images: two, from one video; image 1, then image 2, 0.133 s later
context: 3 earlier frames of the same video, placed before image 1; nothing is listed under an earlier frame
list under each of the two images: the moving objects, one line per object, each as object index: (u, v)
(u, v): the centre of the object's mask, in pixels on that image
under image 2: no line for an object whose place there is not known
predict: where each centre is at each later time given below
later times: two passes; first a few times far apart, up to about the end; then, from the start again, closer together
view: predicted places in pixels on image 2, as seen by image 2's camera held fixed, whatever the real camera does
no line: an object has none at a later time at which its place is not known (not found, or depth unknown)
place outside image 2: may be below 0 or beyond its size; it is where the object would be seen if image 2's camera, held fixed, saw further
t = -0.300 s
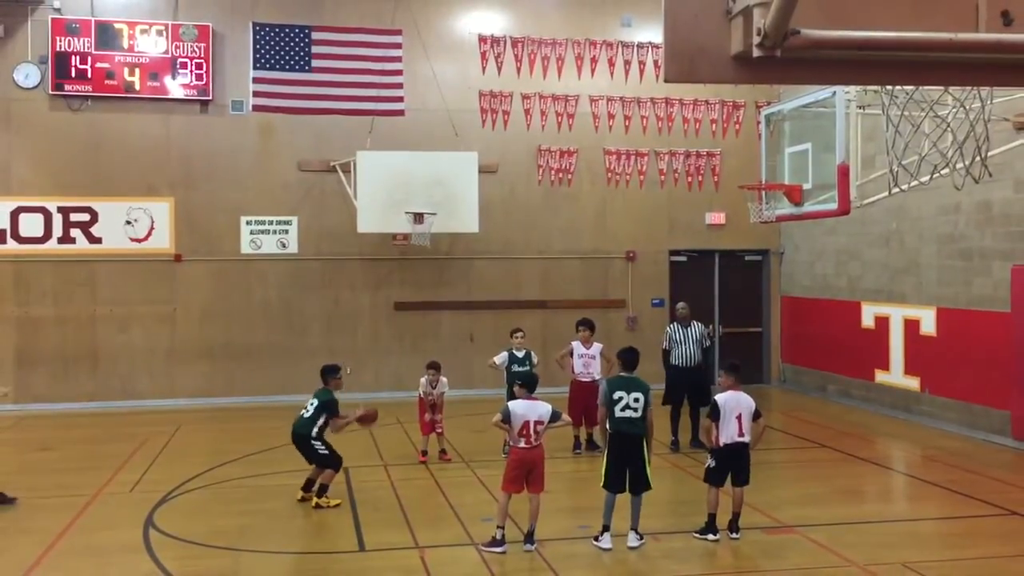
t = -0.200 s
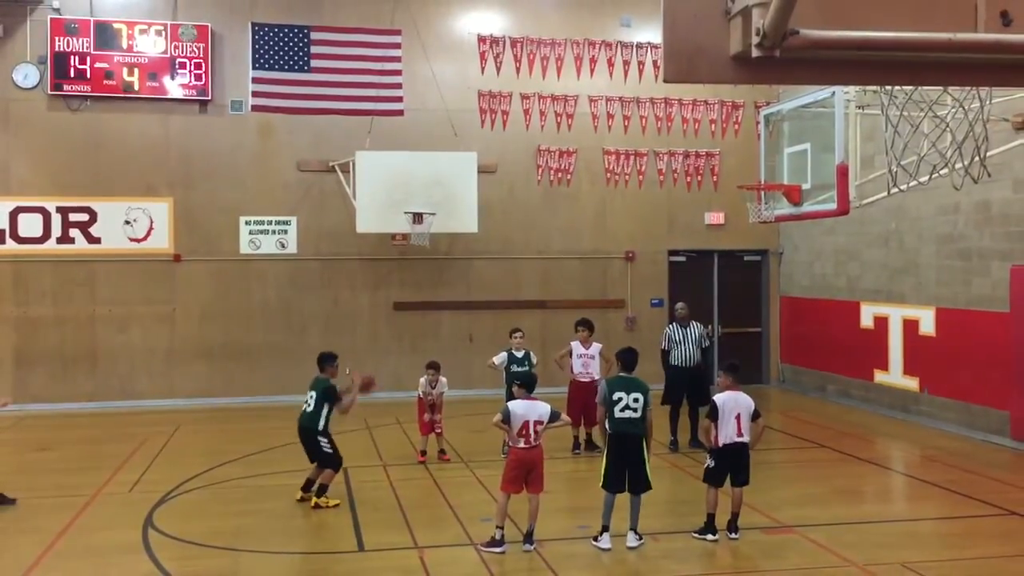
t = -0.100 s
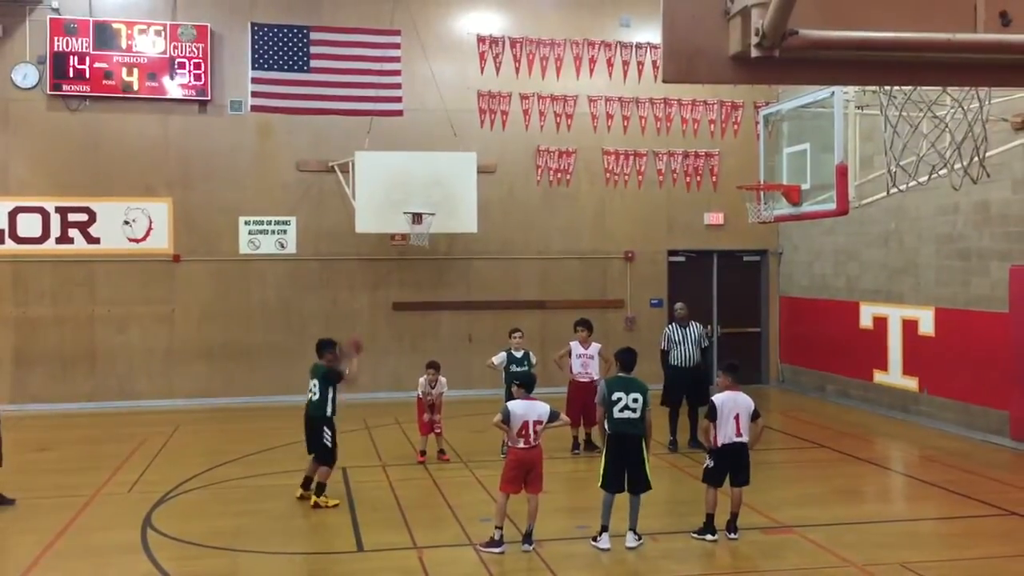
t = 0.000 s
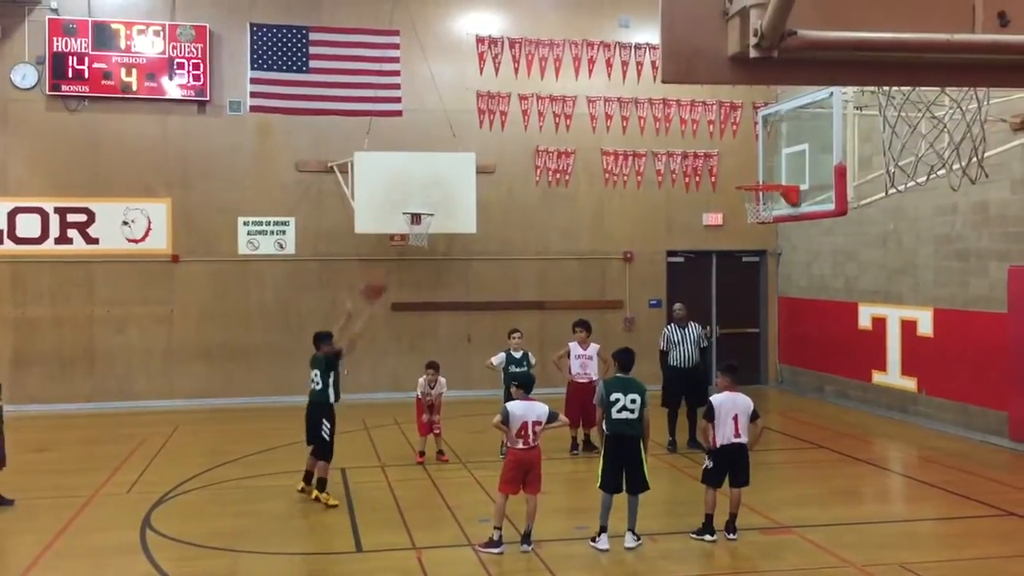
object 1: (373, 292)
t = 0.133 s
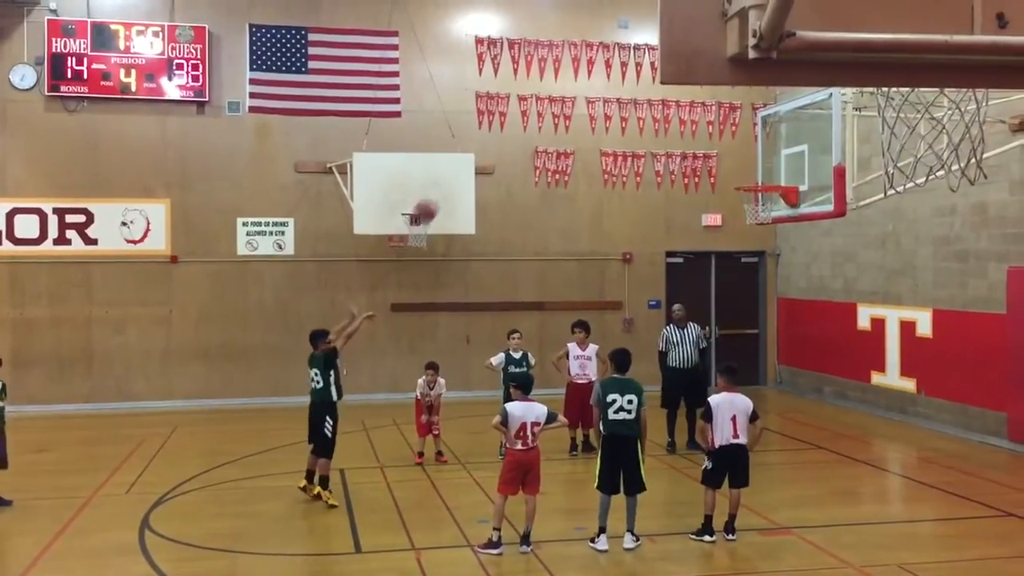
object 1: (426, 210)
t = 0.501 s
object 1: (562, 99)
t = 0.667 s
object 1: (621, 93)
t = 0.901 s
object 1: (702, 128)
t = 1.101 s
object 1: (763, 197)
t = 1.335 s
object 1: (754, 205)
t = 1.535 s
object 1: (751, 238)
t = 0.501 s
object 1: (562, 99)
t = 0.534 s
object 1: (574, 96)
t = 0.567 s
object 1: (586, 93)
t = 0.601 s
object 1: (598, 92)
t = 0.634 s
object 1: (610, 92)
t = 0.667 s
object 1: (621, 93)
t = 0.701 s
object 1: (633, 94)
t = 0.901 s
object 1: (702, 128)
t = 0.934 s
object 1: (713, 135)
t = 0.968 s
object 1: (725, 148)
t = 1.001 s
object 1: (736, 158)
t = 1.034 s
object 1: (746, 171)
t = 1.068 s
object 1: (758, 179)
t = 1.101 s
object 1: (763, 197)
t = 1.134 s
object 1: (765, 201)
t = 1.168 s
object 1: (766, 203)
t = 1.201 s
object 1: (764, 202)
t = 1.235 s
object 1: (762, 200)
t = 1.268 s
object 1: (759, 200)
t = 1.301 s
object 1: (756, 202)
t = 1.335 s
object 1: (754, 205)
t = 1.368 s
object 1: (753, 207)
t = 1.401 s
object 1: (751, 212)
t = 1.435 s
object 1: (751, 214)
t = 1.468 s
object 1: (751, 228)
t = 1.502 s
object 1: (751, 232)
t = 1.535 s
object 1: (751, 238)
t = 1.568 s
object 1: (751, 245)
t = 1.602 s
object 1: (750, 258)
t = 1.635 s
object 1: (749, 267)
